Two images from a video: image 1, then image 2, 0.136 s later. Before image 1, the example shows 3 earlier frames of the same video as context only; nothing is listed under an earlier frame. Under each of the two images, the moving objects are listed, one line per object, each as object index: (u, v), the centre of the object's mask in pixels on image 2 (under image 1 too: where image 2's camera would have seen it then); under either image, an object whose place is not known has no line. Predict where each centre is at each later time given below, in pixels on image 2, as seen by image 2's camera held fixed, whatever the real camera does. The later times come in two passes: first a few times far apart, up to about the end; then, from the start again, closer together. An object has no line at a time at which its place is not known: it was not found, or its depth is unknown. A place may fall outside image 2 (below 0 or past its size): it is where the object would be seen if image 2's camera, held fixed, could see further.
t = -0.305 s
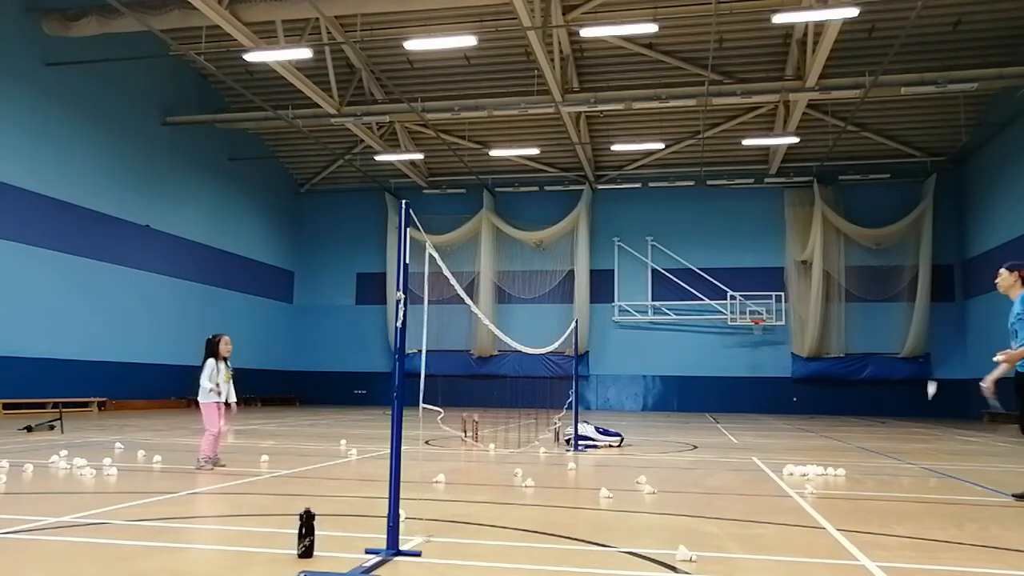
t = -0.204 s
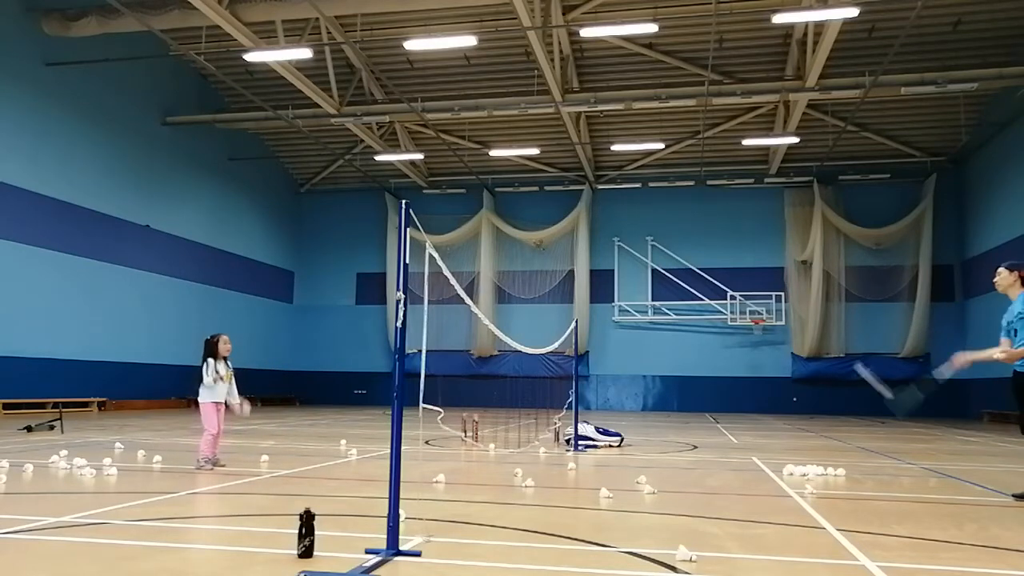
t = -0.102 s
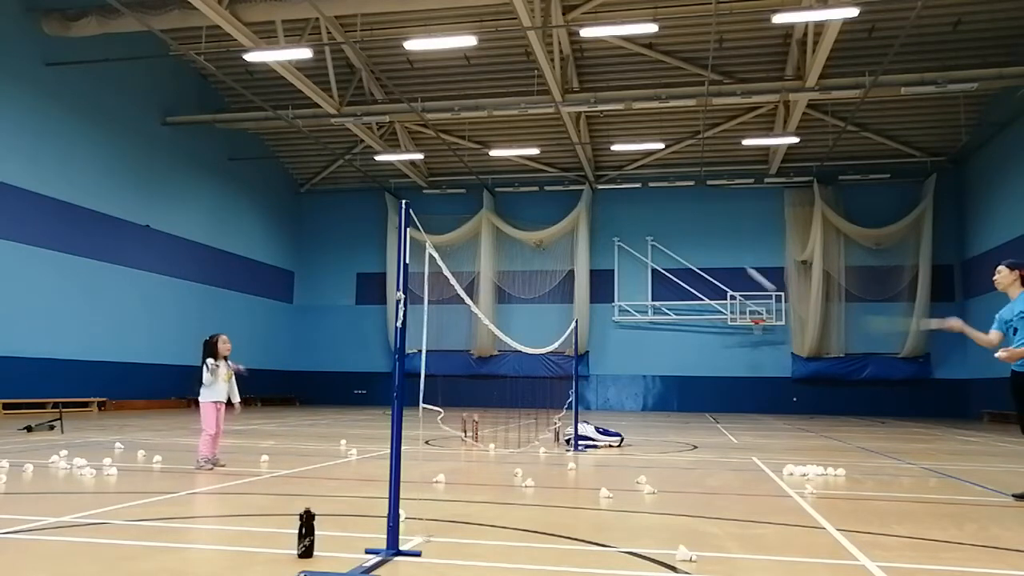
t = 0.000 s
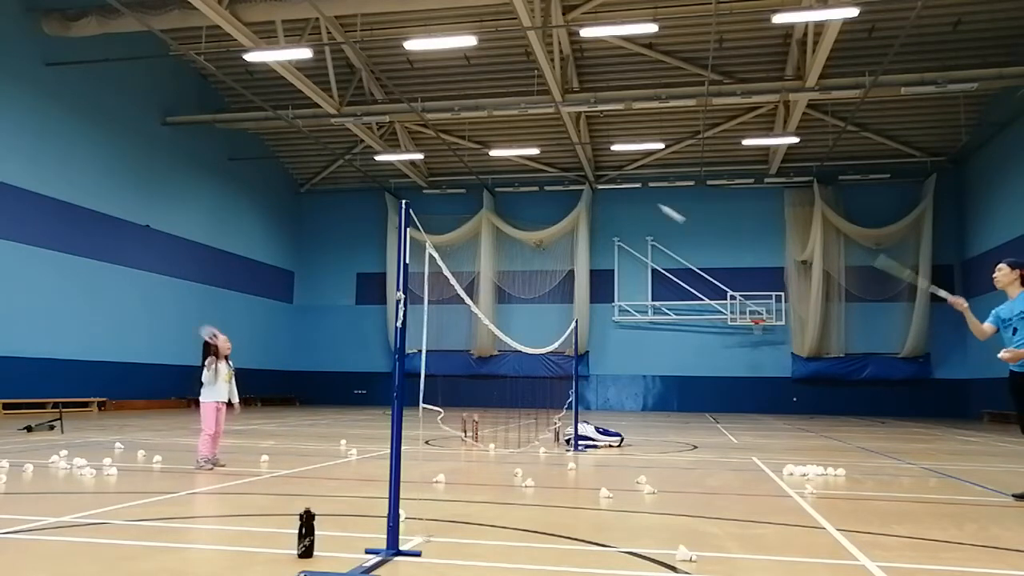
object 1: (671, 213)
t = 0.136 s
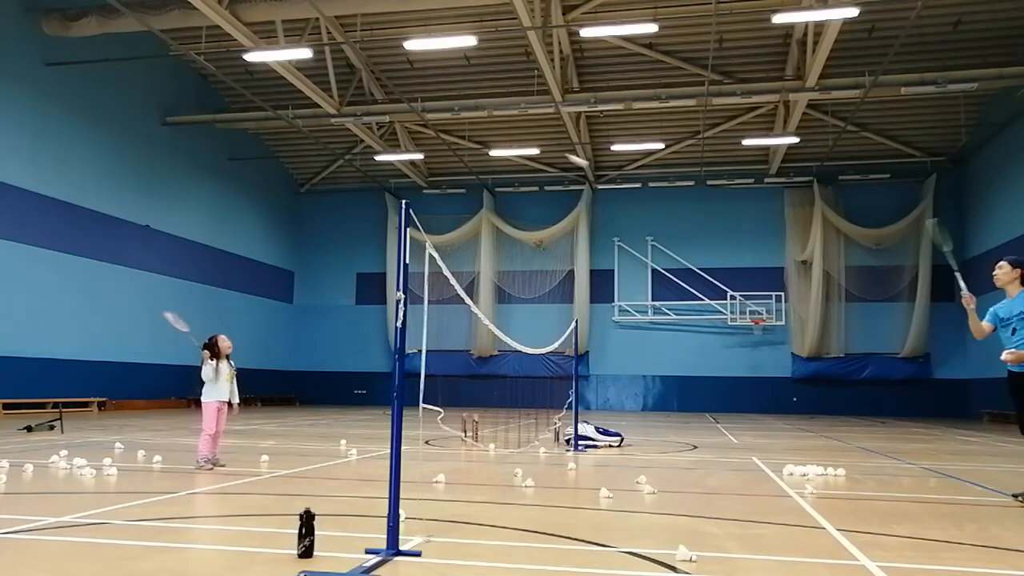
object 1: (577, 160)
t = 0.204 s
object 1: (537, 145)
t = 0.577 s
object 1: (357, 156)
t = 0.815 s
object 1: (270, 236)
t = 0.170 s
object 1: (556, 151)
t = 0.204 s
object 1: (537, 145)
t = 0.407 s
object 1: (432, 131)
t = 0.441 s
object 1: (416, 134)
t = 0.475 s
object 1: (401, 138)
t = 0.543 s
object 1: (371, 149)
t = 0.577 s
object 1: (357, 156)
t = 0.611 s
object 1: (344, 164)
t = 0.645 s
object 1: (330, 174)
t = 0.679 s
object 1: (317, 184)
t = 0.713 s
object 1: (305, 195)
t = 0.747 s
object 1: (293, 208)
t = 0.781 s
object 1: (282, 222)
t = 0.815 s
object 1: (270, 236)
